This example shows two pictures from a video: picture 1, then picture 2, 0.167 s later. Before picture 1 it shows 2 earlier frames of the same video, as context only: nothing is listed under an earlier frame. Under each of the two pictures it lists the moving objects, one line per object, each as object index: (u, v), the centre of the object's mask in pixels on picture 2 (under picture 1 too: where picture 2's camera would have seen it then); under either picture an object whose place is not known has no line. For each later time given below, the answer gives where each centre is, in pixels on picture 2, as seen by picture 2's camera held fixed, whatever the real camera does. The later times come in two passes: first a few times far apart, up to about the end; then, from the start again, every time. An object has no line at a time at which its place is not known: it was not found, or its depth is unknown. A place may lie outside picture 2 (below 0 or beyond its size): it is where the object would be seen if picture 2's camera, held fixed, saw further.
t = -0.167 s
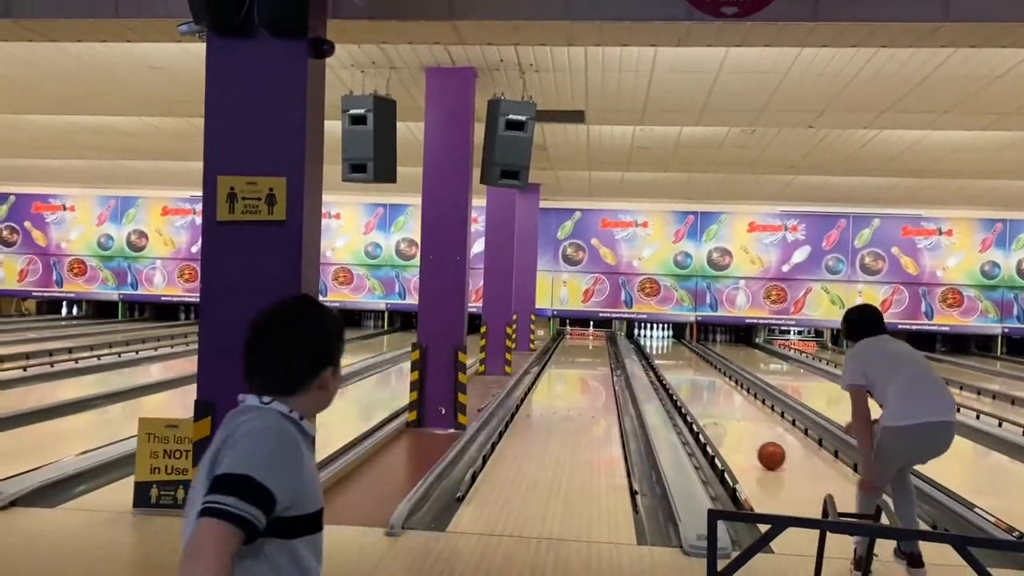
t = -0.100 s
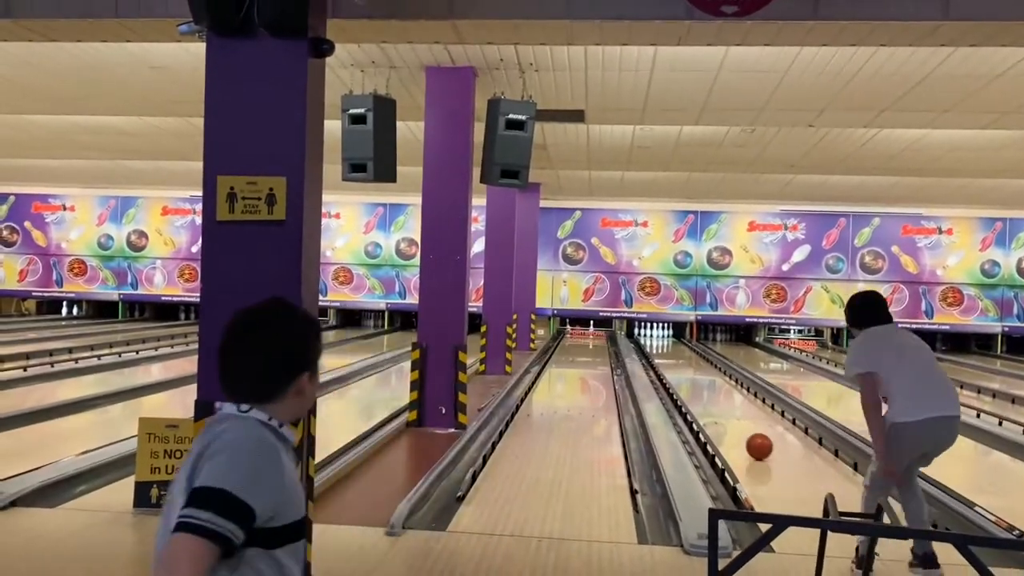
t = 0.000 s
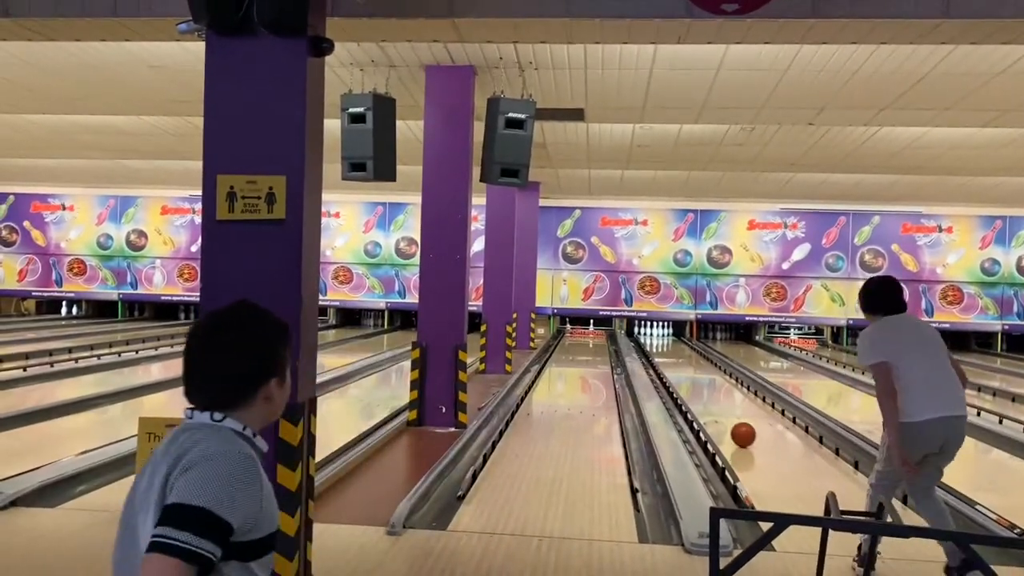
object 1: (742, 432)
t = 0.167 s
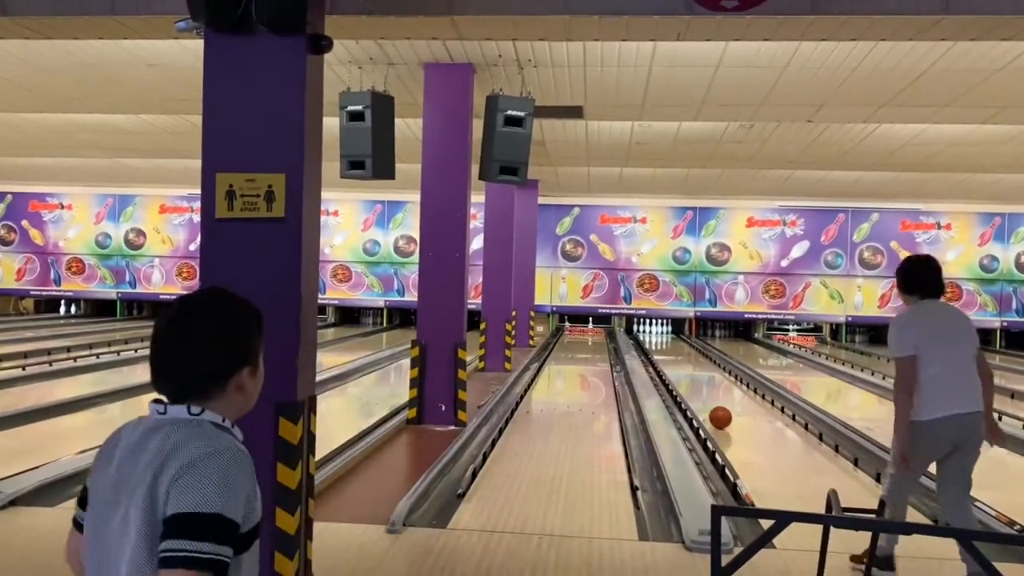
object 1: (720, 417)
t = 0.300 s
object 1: (706, 408)
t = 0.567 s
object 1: (692, 394)
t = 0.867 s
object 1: (687, 384)
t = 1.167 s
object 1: (684, 375)
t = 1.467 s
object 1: (681, 368)
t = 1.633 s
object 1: (679, 364)
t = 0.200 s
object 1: (716, 414)
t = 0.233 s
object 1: (713, 412)
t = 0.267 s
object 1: (709, 410)
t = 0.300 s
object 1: (706, 408)
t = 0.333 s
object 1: (703, 406)
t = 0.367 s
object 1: (699, 403)
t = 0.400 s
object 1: (697, 401)
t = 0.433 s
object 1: (694, 400)
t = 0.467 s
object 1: (693, 398)
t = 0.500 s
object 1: (693, 397)
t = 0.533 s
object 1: (693, 396)
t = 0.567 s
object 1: (692, 394)
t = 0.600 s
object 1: (692, 393)
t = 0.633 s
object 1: (691, 392)
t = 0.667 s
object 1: (691, 391)
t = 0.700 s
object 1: (690, 390)
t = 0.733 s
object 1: (690, 388)
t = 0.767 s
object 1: (689, 387)
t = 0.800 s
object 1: (688, 386)
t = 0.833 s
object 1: (688, 385)
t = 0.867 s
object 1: (687, 384)
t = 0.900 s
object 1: (687, 383)
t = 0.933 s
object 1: (686, 382)
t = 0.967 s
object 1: (686, 381)
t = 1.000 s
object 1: (686, 380)
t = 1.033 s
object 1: (685, 378)
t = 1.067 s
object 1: (685, 377)
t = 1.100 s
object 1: (684, 377)
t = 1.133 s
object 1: (684, 376)
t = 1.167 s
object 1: (684, 375)
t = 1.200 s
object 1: (683, 374)
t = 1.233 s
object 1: (683, 373)
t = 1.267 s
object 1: (683, 372)
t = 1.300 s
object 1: (682, 372)
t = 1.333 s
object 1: (682, 371)
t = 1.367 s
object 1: (682, 370)
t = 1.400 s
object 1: (681, 369)
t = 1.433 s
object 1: (681, 369)
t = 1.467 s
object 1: (681, 368)
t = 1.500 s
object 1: (680, 367)
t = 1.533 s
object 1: (680, 366)
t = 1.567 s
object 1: (680, 366)
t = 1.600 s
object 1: (679, 364)
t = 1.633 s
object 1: (679, 364)
